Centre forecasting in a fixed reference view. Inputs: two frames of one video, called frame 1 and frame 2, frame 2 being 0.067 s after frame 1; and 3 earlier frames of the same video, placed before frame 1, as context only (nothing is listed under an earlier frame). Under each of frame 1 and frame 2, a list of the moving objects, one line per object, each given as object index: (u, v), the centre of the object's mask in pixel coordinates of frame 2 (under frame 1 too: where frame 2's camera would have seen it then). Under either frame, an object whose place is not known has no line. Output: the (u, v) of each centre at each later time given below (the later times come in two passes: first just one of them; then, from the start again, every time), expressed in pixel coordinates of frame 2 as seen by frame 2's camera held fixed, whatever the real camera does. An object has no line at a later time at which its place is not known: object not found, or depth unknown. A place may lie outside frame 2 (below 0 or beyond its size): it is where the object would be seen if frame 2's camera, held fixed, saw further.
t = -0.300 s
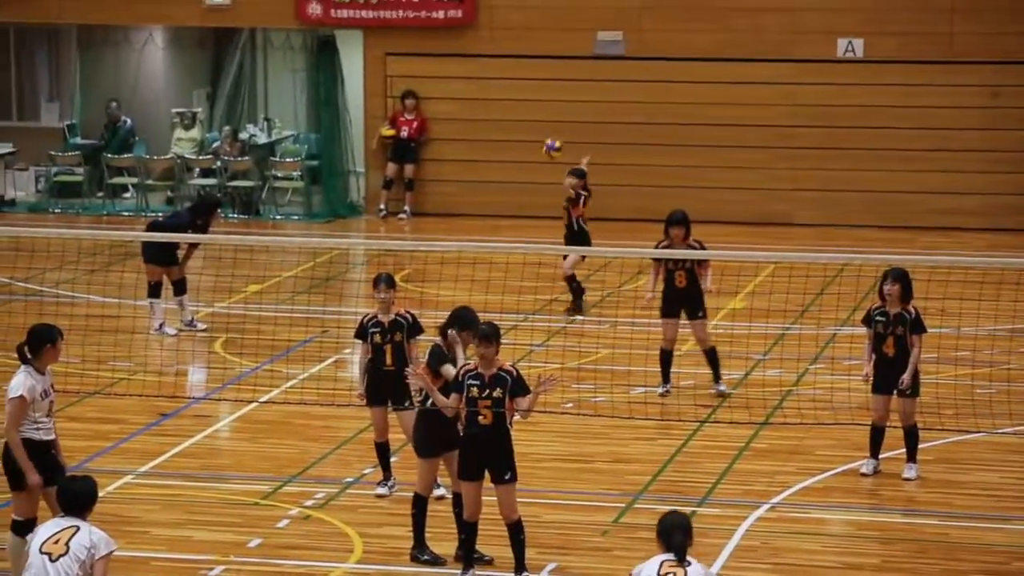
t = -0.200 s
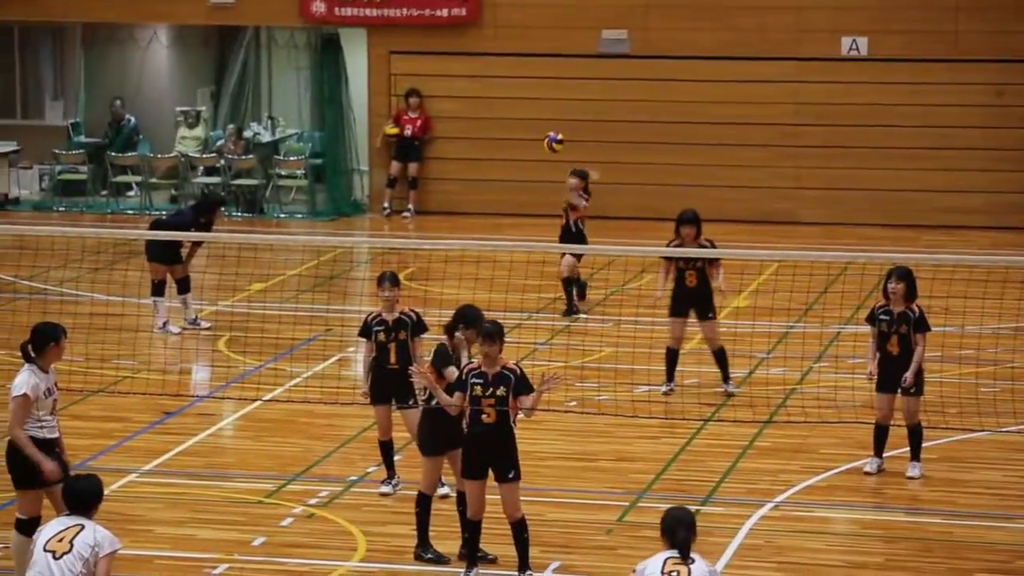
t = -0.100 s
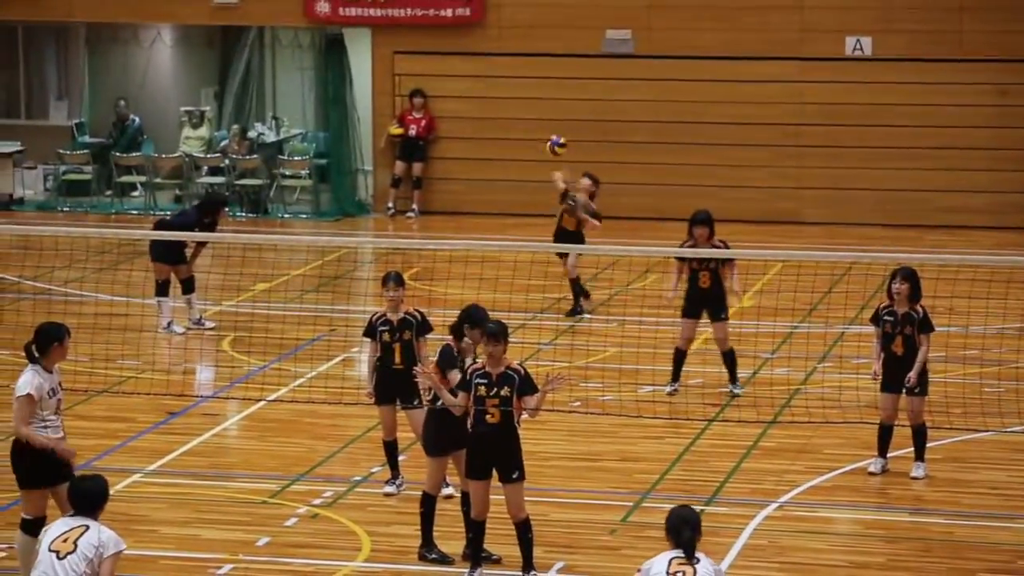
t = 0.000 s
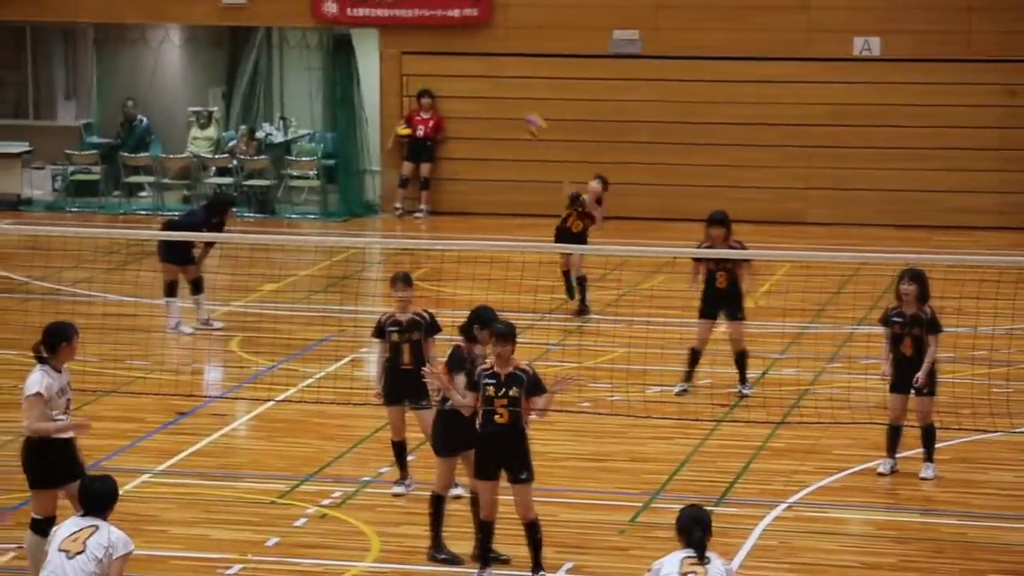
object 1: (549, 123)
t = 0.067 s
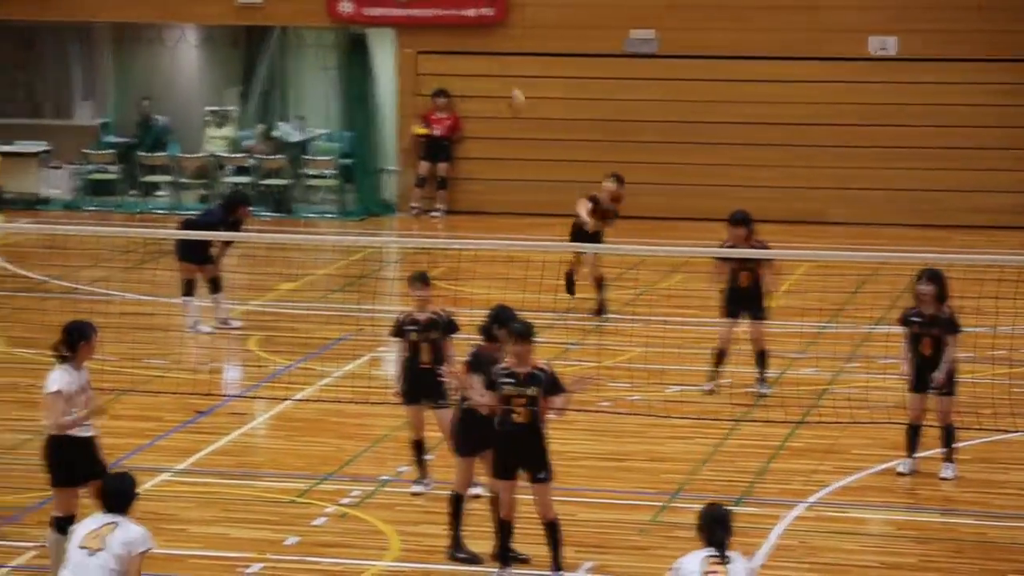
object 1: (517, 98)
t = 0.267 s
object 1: (393, 60)
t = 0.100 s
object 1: (496, 87)
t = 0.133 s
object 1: (477, 78)
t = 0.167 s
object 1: (456, 72)
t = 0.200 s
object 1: (435, 63)
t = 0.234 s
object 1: (414, 61)
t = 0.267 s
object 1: (393, 60)
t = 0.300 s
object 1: (369, 59)
